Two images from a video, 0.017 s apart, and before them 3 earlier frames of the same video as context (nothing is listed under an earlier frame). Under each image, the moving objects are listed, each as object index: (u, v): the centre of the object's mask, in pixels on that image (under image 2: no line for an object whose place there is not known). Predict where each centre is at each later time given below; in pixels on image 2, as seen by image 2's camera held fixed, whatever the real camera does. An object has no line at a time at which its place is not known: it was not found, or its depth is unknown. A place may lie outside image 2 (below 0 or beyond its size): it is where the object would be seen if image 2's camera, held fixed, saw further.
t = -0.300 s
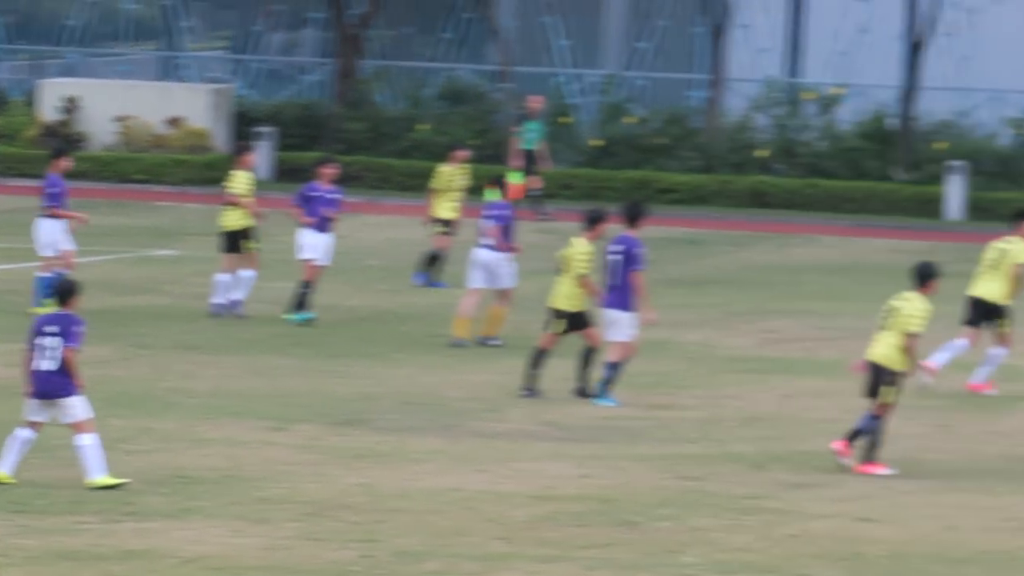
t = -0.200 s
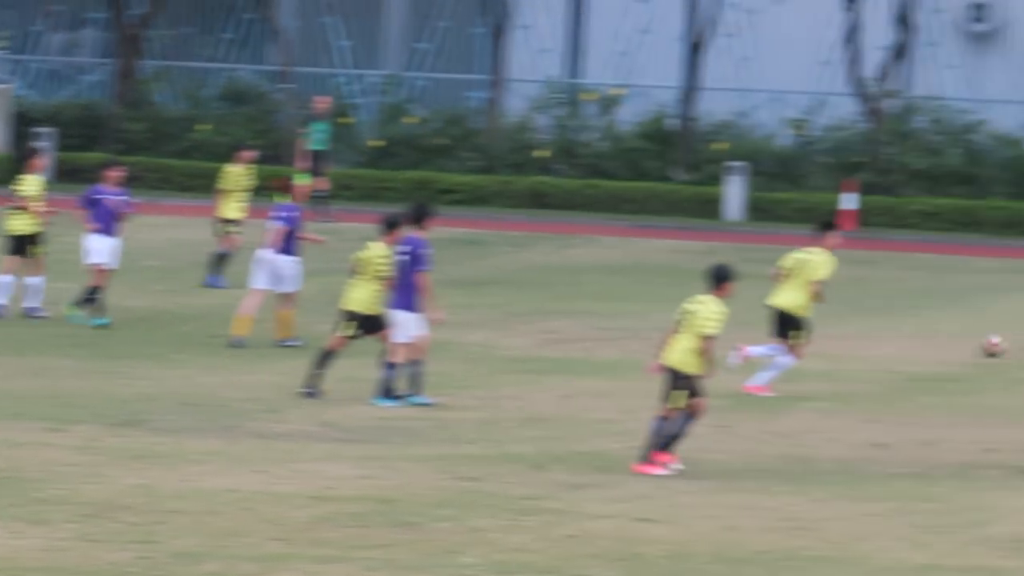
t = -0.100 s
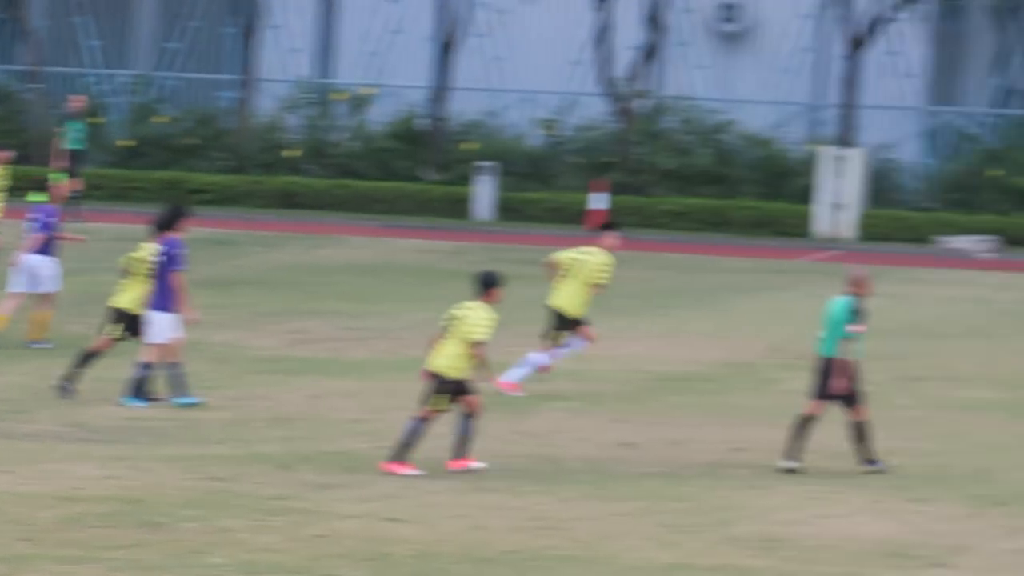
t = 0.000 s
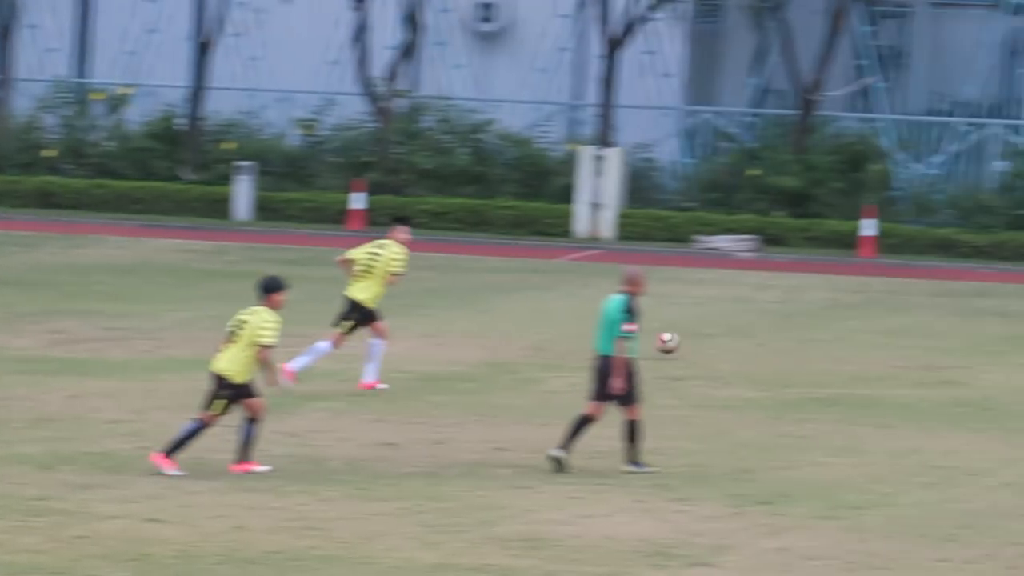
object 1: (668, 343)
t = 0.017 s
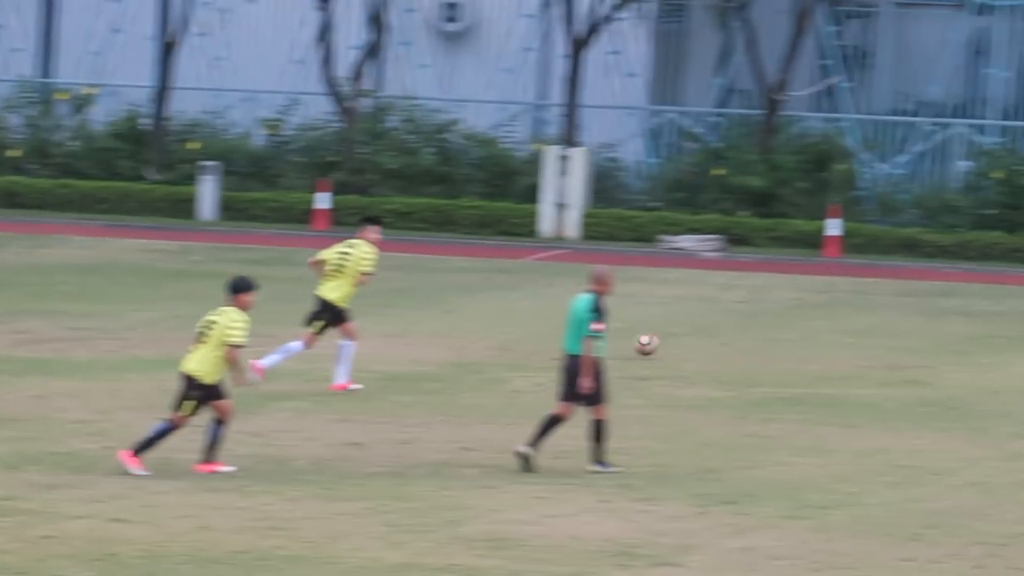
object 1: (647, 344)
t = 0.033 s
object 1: (658, 347)
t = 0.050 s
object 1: (671, 350)
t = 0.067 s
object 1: (684, 352)
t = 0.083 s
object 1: (699, 351)
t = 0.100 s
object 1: (711, 351)
